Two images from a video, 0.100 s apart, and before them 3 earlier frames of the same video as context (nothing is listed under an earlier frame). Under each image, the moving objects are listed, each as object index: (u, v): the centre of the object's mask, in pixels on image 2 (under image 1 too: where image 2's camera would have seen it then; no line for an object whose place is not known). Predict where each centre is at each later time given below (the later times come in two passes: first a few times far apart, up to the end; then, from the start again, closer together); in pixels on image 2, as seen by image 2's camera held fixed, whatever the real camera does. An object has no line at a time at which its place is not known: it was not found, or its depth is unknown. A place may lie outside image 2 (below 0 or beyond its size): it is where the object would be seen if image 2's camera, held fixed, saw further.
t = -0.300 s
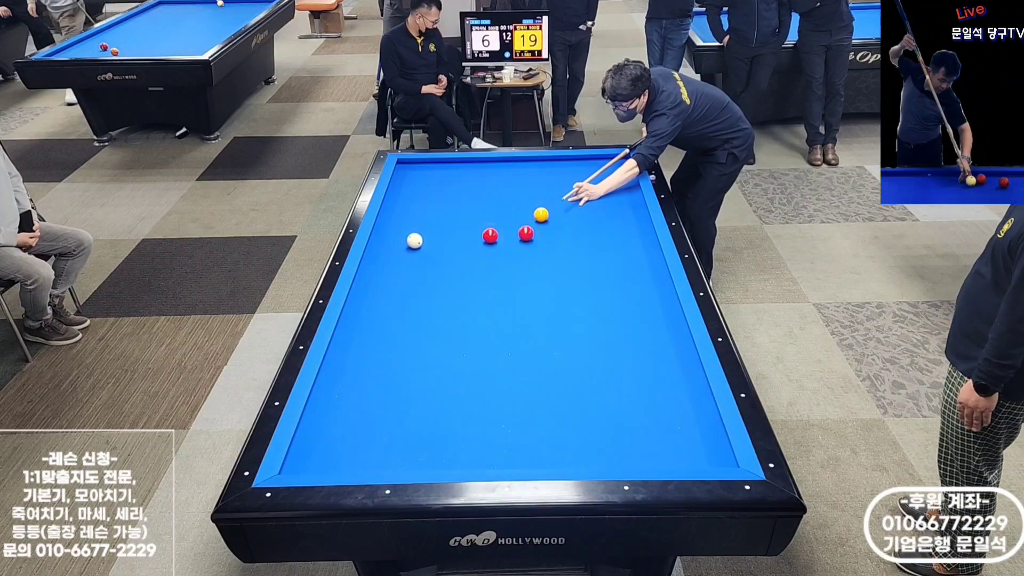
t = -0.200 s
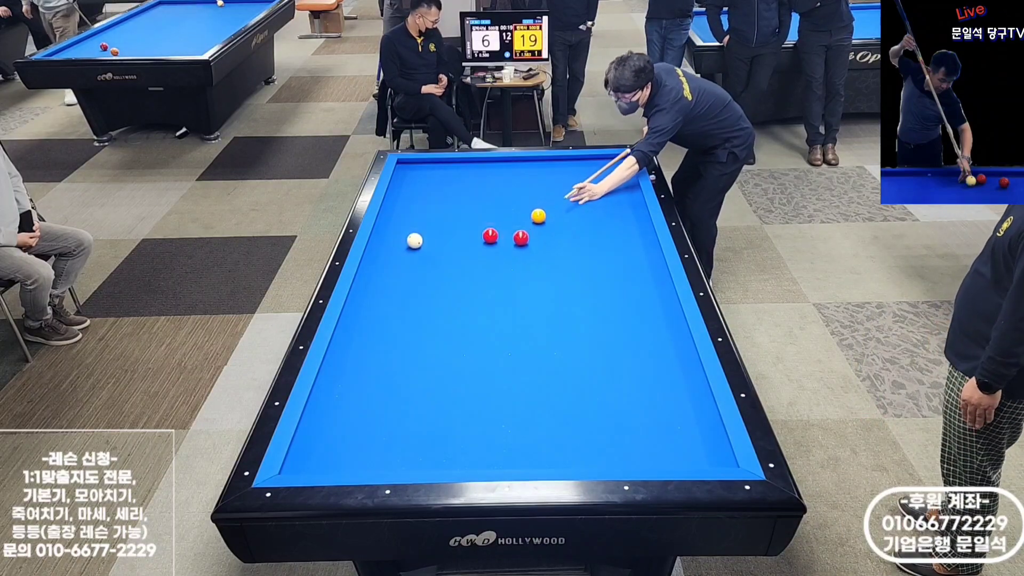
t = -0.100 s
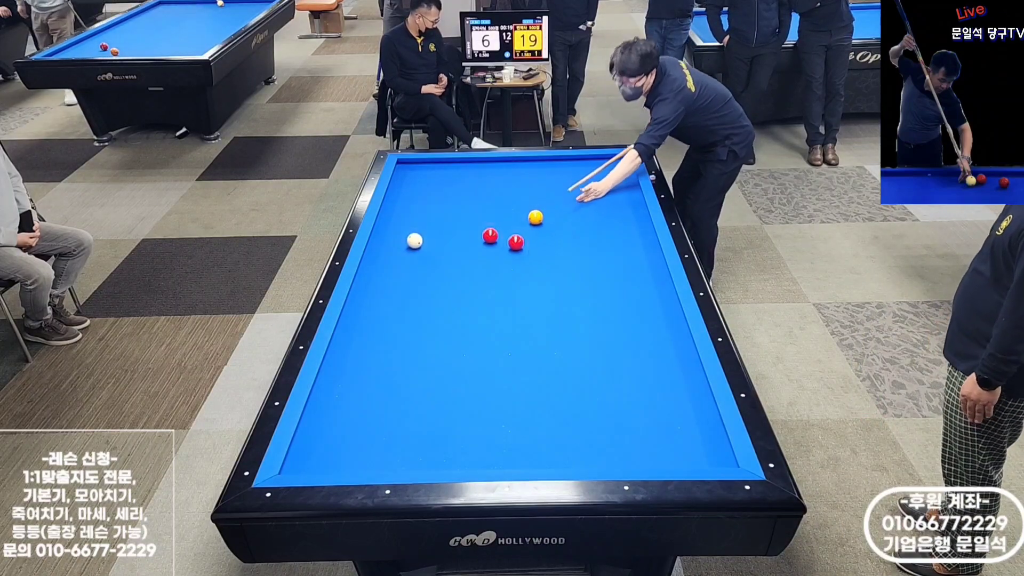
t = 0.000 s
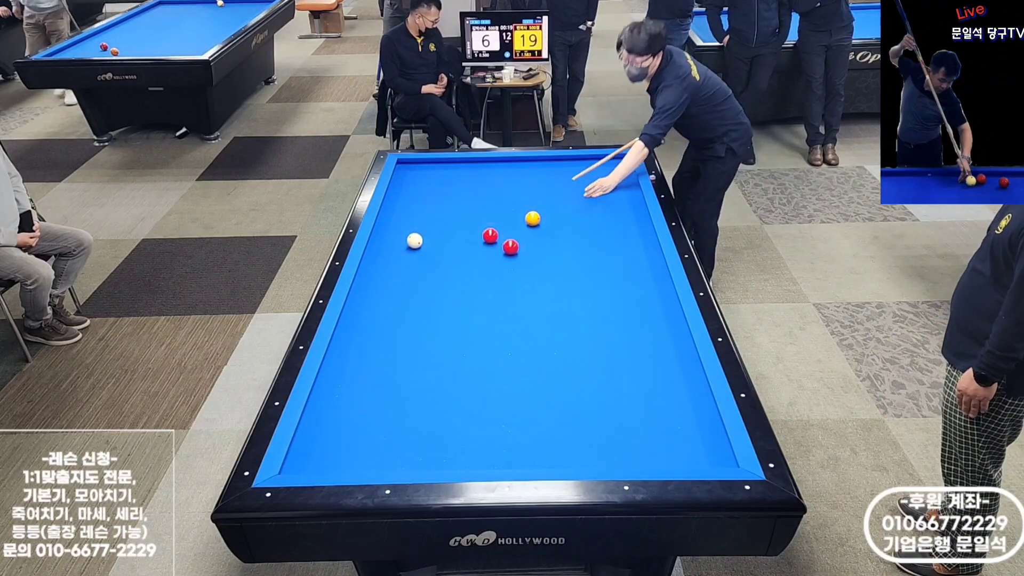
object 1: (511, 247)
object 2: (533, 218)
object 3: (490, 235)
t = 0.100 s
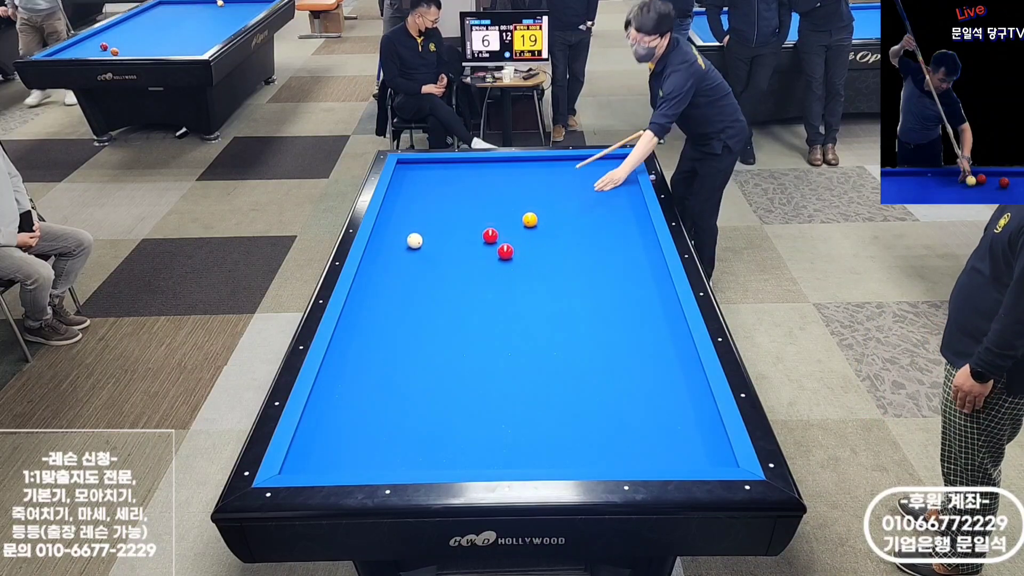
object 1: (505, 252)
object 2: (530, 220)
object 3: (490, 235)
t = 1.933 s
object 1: (397, 347)
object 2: (501, 233)
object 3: (479, 238)
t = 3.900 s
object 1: (313, 462)
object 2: (501, 233)
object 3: (472, 240)
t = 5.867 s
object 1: (348, 429)
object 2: (501, 233)
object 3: (472, 240)
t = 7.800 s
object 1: (354, 424)
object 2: (501, 233)
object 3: (472, 240)
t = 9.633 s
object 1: (353, 424)
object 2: (501, 233)
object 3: (472, 240)
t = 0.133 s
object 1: (504, 253)
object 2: (529, 220)
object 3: (490, 235)
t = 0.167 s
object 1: (502, 255)
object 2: (528, 220)
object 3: (490, 235)
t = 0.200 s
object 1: (500, 256)
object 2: (527, 221)
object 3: (490, 235)
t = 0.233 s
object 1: (498, 258)
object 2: (526, 221)
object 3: (490, 235)
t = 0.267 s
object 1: (497, 259)
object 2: (525, 221)
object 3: (490, 235)
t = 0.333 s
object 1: (493, 263)
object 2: (523, 222)
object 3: (490, 235)
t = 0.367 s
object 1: (491, 264)
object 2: (522, 223)
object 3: (490, 235)
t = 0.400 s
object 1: (489, 266)
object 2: (522, 223)
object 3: (490, 235)
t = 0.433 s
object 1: (487, 268)
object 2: (521, 223)
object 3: (490, 235)
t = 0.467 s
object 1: (486, 269)
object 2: (520, 224)
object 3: (490, 235)
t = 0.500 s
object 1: (484, 271)
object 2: (519, 224)
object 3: (490, 235)
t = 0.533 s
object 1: (482, 272)
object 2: (518, 224)
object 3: (490, 235)
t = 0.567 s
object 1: (480, 274)
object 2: (517, 225)
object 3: (490, 235)
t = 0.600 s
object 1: (478, 276)
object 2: (517, 225)
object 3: (490, 235)
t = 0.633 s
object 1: (476, 277)
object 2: (516, 226)
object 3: (490, 235)
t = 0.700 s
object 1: (472, 281)
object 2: (514, 226)
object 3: (490, 235)
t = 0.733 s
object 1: (471, 283)
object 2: (513, 227)
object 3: (490, 235)
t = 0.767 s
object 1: (469, 284)
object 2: (512, 227)
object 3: (490, 235)
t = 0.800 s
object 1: (467, 286)
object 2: (512, 227)
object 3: (490, 235)
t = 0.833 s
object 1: (465, 288)
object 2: (511, 228)
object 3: (490, 235)
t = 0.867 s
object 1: (463, 289)
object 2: (510, 228)
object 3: (490, 235)
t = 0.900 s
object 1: (461, 291)
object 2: (509, 229)
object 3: (490, 235)
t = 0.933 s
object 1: (459, 293)
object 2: (509, 229)
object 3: (490, 235)
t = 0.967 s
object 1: (457, 294)
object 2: (508, 229)
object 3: (490, 235)
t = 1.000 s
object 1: (455, 296)
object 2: (507, 230)
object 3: (490, 235)
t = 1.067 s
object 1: (451, 300)
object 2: (506, 230)
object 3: (490, 235)
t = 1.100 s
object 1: (449, 301)
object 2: (505, 230)
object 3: (490, 235)
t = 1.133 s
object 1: (447, 303)
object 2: (504, 231)
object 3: (490, 235)
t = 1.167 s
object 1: (445, 305)
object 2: (504, 231)
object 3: (490, 236)
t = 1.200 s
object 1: (443, 307)
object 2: (503, 231)
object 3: (490, 236)
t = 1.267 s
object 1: (439, 310)
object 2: (503, 231)
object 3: (488, 236)
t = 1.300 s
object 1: (437, 312)
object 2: (503, 232)
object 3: (488, 236)
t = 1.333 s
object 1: (435, 314)
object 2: (502, 232)
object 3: (488, 236)
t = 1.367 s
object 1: (433, 316)
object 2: (502, 232)
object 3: (487, 236)
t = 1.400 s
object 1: (431, 317)
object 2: (502, 232)
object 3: (487, 236)
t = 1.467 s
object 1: (427, 321)
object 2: (502, 232)
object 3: (486, 237)
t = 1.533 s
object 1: (423, 324)
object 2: (502, 232)
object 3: (485, 237)
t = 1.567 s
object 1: (421, 326)
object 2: (502, 233)
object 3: (484, 237)
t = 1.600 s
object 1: (418, 328)
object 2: (502, 233)
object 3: (484, 237)
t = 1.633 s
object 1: (416, 330)
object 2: (502, 233)
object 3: (483, 237)
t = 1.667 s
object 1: (414, 332)
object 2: (502, 233)
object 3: (483, 238)
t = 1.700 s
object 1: (412, 334)
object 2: (502, 233)
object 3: (482, 238)
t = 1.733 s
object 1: (410, 336)
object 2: (502, 233)
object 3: (482, 238)
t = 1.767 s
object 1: (408, 338)
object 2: (502, 233)
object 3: (481, 238)
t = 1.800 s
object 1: (406, 340)
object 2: (502, 233)
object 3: (481, 238)
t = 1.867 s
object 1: (401, 343)
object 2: (501, 233)
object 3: (480, 238)
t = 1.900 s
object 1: (399, 345)
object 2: (501, 233)
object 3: (480, 238)
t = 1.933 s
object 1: (397, 347)
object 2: (501, 233)
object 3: (479, 238)
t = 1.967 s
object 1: (395, 349)
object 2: (501, 233)
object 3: (479, 238)
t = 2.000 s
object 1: (393, 351)
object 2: (501, 233)
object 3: (479, 239)
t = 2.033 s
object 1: (390, 353)
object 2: (501, 233)
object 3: (478, 239)
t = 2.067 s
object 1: (388, 355)
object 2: (501, 233)
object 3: (478, 239)
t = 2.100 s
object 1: (386, 357)
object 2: (501, 233)
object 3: (478, 239)
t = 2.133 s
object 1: (384, 359)
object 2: (501, 233)
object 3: (477, 239)
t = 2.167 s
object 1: (382, 361)
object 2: (501, 233)
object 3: (477, 239)
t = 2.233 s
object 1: (377, 365)
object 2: (501, 233)
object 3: (476, 239)
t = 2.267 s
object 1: (375, 367)
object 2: (501, 233)
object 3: (476, 239)
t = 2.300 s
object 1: (373, 369)
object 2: (501, 233)
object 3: (476, 239)
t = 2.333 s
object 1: (370, 371)
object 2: (501, 233)
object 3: (475, 239)
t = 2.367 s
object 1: (368, 373)
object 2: (501, 233)
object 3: (475, 239)
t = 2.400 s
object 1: (366, 375)
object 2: (501, 233)
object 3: (475, 239)
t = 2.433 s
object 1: (363, 377)
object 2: (501, 233)
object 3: (475, 239)
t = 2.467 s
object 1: (361, 379)
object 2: (501, 233)
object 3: (474, 240)
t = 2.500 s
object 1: (359, 381)
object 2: (501, 233)
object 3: (474, 240)
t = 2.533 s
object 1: (356, 383)
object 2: (501, 233)
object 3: (474, 240)
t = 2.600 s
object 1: (352, 387)
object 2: (501, 233)
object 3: (474, 240)
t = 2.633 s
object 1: (349, 389)
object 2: (501, 233)
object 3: (473, 240)
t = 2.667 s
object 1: (347, 391)
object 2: (501, 233)
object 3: (473, 240)
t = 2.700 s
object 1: (345, 393)
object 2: (501, 233)
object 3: (473, 240)
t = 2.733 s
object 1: (342, 395)
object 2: (501, 233)
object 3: (473, 240)
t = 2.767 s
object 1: (340, 397)
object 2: (501, 233)
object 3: (473, 240)
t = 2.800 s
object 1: (338, 400)
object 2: (501, 233)
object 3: (473, 240)
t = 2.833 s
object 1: (335, 401)
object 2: (501, 233)
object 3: (473, 240)
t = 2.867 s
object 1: (333, 404)
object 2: (501, 233)
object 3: (472, 240)
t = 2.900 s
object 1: (330, 406)
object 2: (501, 233)
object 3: (472, 240)
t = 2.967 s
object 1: (326, 410)
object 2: (501, 233)
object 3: (472, 240)
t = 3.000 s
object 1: (323, 412)
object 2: (501, 233)
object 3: (472, 240)
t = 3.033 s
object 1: (321, 414)
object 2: (501, 233)
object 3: (472, 240)
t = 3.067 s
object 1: (318, 416)
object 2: (501, 233)
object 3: (472, 240)
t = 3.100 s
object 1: (316, 419)
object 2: (501, 233)
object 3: (472, 240)
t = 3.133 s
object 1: (314, 421)
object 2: (501, 233)
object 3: (472, 240)
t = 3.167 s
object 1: (311, 423)
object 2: (501, 233)
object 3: (472, 240)
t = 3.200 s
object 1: (309, 425)
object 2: (501, 233)
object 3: (472, 240)
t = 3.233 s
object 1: (310, 427)
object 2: (501, 233)
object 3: (472, 240)
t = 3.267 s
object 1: (310, 428)
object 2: (501, 233)
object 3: (472, 240)
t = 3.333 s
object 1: (310, 432)
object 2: (501, 233)
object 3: (472, 240)
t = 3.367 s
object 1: (310, 434)
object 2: (501, 233)
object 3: (472, 240)
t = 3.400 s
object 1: (311, 436)
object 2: (501, 233)
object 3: (472, 240)
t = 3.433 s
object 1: (311, 438)
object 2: (501, 233)
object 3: (472, 240)
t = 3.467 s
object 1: (311, 439)
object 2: (501, 233)
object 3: (472, 240)
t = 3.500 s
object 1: (311, 441)
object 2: (501, 233)
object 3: (472, 240)
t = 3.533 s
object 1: (311, 443)
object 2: (501, 233)
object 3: (472, 240)
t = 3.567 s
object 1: (312, 445)
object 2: (501, 233)
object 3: (472, 240)
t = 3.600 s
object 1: (312, 447)
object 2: (501, 233)
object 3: (472, 240)
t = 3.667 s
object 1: (312, 450)
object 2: (501, 233)
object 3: (472, 240)
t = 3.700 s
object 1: (312, 452)
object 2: (501, 233)
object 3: (472, 240)
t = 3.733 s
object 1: (312, 454)
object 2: (501, 233)
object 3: (472, 240)
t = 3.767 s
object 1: (312, 455)
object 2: (501, 233)
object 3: (472, 240)
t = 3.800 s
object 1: (313, 457)
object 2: (501, 233)
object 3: (472, 240)
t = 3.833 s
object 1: (313, 459)
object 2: (501, 233)
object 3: (472, 240)
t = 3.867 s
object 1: (313, 461)
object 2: (501, 233)
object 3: (472, 240)
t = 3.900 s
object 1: (313, 462)
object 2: (501, 233)
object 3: (472, 240)
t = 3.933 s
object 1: (313, 463)
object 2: (501, 233)
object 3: (472, 240)
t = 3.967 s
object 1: (314, 465)
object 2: (501, 233)
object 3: (472, 240)
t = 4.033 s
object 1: (315, 465)
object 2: (501, 233)
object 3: (472, 240)
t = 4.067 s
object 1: (316, 464)
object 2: (501, 233)
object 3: (472, 240)
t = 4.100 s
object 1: (317, 464)
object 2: (501, 233)
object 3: (472, 240)
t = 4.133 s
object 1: (318, 463)
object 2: (501, 233)
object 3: (472, 240)
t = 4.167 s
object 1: (319, 462)
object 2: (501, 233)
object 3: (472, 240)
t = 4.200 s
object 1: (320, 461)
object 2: (501, 233)
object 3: (472, 240)
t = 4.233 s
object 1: (320, 461)
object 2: (501, 233)
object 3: (472, 240)
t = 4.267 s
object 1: (321, 460)
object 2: (501, 233)
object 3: (472, 240)
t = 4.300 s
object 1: (322, 459)
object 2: (501, 233)
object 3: (472, 240)
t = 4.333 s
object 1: (323, 458)
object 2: (501, 233)
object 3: (472, 240)
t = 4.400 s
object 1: (324, 456)
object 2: (501, 233)
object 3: (472, 240)
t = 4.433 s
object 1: (325, 455)
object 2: (501, 233)
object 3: (472, 240)
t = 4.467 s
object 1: (326, 454)
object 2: (501, 233)
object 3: (472, 240)
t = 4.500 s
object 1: (327, 453)
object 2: (501, 233)
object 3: (472, 240)
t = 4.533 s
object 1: (328, 452)
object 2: (501, 233)
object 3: (472, 240)
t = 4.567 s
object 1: (328, 452)
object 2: (501, 233)
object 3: (472, 240)
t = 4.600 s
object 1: (329, 451)
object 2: (501, 233)
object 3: (472, 240)
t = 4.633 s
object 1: (330, 450)
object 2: (501, 233)
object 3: (472, 240)
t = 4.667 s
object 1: (330, 449)
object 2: (501, 233)
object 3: (472, 240)
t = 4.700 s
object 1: (331, 449)
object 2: (501, 233)
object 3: (472, 240)
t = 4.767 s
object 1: (332, 447)
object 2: (501, 233)
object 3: (472, 240)
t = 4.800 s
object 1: (333, 446)
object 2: (501, 233)
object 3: (472, 240)
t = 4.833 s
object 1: (334, 446)
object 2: (501, 233)
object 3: (472, 240)
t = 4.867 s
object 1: (334, 445)
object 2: (501, 233)
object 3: (472, 240)
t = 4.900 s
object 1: (335, 444)
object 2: (501, 233)
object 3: (472, 240)
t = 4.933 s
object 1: (336, 443)
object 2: (501, 233)
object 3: (472, 240)
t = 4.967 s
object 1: (336, 443)
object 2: (501, 233)
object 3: (472, 240)
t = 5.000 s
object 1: (337, 442)
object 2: (501, 233)
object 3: (472, 240)
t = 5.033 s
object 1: (337, 442)
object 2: (501, 233)
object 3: (472, 240)
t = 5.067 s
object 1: (338, 441)
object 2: (501, 233)
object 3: (472, 240)
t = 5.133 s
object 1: (339, 439)
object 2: (501, 233)
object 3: (472, 240)
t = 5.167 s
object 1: (340, 439)
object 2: (501, 233)
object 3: (472, 240)
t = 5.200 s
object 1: (340, 438)
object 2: (501, 233)
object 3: (472, 240)
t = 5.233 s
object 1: (341, 438)
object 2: (501, 233)
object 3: (472, 240)
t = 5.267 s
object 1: (341, 437)
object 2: (501, 233)
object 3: (472, 240)
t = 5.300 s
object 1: (341, 437)
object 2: (501, 233)
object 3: (472, 240)
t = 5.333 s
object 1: (342, 436)
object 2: (501, 233)
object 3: (472, 240)
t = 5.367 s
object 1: (342, 436)
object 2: (501, 233)
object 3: (472, 240)
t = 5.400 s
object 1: (343, 435)
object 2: (501, 233)
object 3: (472, 240)
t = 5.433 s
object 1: (343, 435)
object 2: (501, 233)
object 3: (472, 240)
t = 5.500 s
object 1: (344, 434)
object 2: (501, 233)
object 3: (472, 240)
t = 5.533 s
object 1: (345, 433)
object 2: (501, 233)
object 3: (472, 240)
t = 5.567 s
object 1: (345, 433)
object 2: (501, 233)
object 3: (472, 240)
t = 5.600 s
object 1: (345, 432)
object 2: (501, 233)
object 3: (472, 240)
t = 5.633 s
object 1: (346, 432)
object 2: (501, 233)
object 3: (472, 240)
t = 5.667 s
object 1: (346, 431)
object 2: (501, 233)
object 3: (472, 240)
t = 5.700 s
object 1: (347, 431)
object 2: (501, 233)
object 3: (472, 240)
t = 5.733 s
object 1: (347, 431)
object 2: (501, 233)
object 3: (472, 240)
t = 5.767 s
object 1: (347, 430)
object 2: (501, 233)
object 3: (472, 240)
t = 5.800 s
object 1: (348, 430)
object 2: (501, 233)
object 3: (472, 240)
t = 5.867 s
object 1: (348, 429)
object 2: (501, 233)
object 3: (472, 240)
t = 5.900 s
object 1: (349, 429)
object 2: (501, 233)
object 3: (472, 240)
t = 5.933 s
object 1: (349, 428)
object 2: (501, 233)
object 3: (472, 240)
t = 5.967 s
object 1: (349, 428)
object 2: (501, 233)
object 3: (472, 240)
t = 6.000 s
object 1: (350, 428)
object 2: (501, 233)
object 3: (472, 240)
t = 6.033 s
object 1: (350, 428)
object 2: (501, 233)
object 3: (472, 240)
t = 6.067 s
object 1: (350, 427)
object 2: (501, 233)
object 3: (472, 240)
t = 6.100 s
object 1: (350, 427)
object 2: (501, 233)
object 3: (472, 240)
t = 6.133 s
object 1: (351, 427)
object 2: (501, 233)
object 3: (472, 240)
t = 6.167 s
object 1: (351, 427)
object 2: (501, 233)
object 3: (472, 240)
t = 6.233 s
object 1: (351, 426)
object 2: (501, 233)
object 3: (472, 240)
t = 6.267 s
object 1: (352, 426)
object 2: (501, 233)
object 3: (472, 240)
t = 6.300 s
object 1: (352, 426)
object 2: (501, 233)
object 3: (472, 240)
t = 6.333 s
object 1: (352, 426)
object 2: (501, 233)
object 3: (472, 240)
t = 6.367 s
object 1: (352, 425)
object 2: (501, 233)
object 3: (472, 240)
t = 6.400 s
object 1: (353, 425)
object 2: (501, 233)
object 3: (472, 240)
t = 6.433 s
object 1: (353, 425)
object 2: (501, 233)
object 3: (472, 240)
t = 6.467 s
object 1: (353, 425)
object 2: (501, 233)
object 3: (472, 240)
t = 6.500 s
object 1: (353, 425)
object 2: (501, 233)
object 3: (472, 240)
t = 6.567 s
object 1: (353, 424)
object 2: (501, 233)
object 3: (472, 240)
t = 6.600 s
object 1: (353, 424)
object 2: (501, 233)
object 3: (472, 240)
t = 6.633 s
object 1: (353, 424)
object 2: (501, 233)
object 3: (472, 240)
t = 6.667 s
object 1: (353, 424)
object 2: (501, 233)
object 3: (472, 240)
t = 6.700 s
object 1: (354, 424)
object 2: (501, 233)
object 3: (472, 240)
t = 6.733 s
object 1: (354, 424)
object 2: (501, 233)
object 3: (472, 240)
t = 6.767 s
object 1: (354, 424)
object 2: (501, 233)
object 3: (472, 240)
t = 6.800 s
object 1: (354, 424)
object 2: (501, 233)
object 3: (472, 240)
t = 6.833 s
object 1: (354, 424)
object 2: (501, 233)
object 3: (472, 240)
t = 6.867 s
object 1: (354, 424)
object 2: (501, 233)
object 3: (472, 240)
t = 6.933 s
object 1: (354, 423)
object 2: (501, 233)
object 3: (472, 240)
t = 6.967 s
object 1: (354, 423)
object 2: (501, 233)
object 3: (472, 240)
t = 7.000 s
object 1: (354, 423)
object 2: (501, 233)
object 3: (472, 240)
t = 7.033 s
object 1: (354, 423)
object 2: (501, 233)
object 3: (472, 240)
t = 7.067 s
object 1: (354, 423)
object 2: (501, 233)
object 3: (472, 240)
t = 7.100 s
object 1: (354, 423)
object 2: (501, 233)
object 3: (472, 240)
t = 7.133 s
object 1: (354, 424)
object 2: (501, 233)
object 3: (472, 240)
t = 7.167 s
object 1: (354, 423)
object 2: (501, 233)
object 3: (472, 240)
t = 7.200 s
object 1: (354, 424)
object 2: (501, 233)
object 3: (472, 240)
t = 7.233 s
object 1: (354, 424)
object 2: (501, 233)
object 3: (472, 240)
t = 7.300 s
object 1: (354, 424)
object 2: (501, 233)
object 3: (472, 240)
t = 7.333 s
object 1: (354, 424)
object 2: (501, 233)
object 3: (472, 240)
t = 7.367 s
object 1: (354, 424)
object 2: (501, 233)
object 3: (472, 240)
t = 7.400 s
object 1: (354, 424)
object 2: (501, 233)
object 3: (472, 240)
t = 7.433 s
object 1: (354, 424)
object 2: (501, 233)
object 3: (472, 240)
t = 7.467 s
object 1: (354, 424)
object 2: (501, 233)
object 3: (472, 240)
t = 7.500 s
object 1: (354, 424)
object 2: (501, 233)
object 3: (472, 240)
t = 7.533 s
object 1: (354, 424)
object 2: (501, 233)
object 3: (472, 240)
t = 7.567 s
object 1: (354, 424)
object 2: (501, 233)
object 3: (472, 240)
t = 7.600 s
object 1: (354, 424)
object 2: (501, 233)
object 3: (472, 240)
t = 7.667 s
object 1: (354, 424)
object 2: (501, 233)
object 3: (472, 240)
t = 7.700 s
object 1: (354, 424)
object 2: (501, 233)
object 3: (472, 240)
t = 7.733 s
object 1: (354, 424)
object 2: (501, 233)
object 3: (472, 240)
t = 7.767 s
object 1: (354, 424)
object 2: (501, 233)
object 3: (472, 240)
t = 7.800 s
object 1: (354, 424)
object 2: (501, 233)
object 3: (472, 240)
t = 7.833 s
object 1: (354, 424)
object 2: (501, 233)
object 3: (472, 240)
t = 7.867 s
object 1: (354, 424)
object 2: (501, 233)
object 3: (472, 240)
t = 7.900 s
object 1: (354, 424)
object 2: (501, 233)
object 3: (472, 240)
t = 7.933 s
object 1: (354, 424)
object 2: (501, 233)
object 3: (472, 240)
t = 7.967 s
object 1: (354, 424)
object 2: (501, 233)
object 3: (472, 240)
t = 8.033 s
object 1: (354, 424)
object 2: (501, 233)
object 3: (472, 240)
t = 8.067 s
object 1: (354, 424)
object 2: (501, 233)
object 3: (472, 240)
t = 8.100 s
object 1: (354, 424)
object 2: (501, 233)
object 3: (472, 240)
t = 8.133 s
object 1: (354, 424)
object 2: (501, 233)
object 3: (472, 240)
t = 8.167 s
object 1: (354, 424)
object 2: (501, 233)
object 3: (472, 240)
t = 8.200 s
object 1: (353, 424)
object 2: (501, 233)
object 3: (472, 240)
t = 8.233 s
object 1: (354, 424)
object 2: (501, 233)
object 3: (472, 240)
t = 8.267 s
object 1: (354, 424)
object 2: (501, 233)
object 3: (472, 240)
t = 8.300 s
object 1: (354, 424)
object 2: (501, 233)
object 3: (472, 240)
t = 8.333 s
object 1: (354, 424)
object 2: (501, 233)
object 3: (472, 240)
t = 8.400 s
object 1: (354, 424)
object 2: (501, 233)
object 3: (472, 240)
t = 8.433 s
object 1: (354, 424)
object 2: (501, 233)
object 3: (472, 240)
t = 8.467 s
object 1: (354, 424)
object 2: (501, 233)
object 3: (472, 240)
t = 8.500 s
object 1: (354, 424)
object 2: (501, 233)
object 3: (472, 240)
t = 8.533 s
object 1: (354, 424)
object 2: (501, 233)
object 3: (472, 240)
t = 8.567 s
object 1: (354, 424)
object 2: (501, 233)
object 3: (472, 240)
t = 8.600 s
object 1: (354, 424)
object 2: (501, 233)
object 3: (472, 240)
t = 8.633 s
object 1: (354, 424)
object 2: (501, 233)
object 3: (472, 240)
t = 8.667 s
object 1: (354, 424)
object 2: (501, 233)
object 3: (472, 240)
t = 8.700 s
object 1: (354, 424)
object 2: (501, 233)
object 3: (472, 240)
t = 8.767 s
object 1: (354, 424)
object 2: (501, 233)
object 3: (472, 240)
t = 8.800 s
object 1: (354, 424)
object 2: (501, 233)
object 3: (472, 240)
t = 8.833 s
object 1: (354, 424)
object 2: (501, 233)
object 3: (472, 240)
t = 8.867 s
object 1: (354, 424)
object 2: (501, 233)
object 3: (472, 240)
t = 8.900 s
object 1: (354, 424)
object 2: (501, 233)
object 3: (472, 240)
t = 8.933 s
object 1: (354, 424)
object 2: (501, 233)
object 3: (472, 240)
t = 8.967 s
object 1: (354, 424)
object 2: (501, 233)
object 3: (472, 240)
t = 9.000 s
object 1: (354, 424)
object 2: (501, 233)
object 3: (472, 240)
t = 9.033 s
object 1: (354, 424)
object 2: (501, 233)
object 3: (472, 240)
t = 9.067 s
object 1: (354, 424)
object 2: (501, 233)
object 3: (472, 240)
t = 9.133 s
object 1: (354, 424)
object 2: (501, 233)
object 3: (472, 240)
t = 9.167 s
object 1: (354, 424)
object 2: (501, 233)
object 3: (472, 240)
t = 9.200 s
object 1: (354, 424)
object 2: (501, 233)
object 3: (472, 240)
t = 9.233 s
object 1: (354, 424)
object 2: (501, 233)
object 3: (472, 240)
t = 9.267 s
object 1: (354, 424)
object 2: (501, 233)
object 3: (472, 240)
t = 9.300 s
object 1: (354, 424)
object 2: (501, 233)
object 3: (472, 240)
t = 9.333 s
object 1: (354, 424)
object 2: (501, 233)
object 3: (472, 240)
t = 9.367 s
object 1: (354, 424)
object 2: (501, 233)
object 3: (472, 240)
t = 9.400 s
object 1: (354, 424)
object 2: (501, 233)
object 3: (472, 240)
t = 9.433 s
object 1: (354, 424)
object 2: (501, 233)
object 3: (472, 240)
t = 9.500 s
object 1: (354, 424)
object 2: (501, 233)
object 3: (472, 240)
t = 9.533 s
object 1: (353, 424)
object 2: (501, 233)
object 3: (472, 240)
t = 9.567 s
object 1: (354, 424)
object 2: (501, 233)
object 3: (472, 240)
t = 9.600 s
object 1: (354, 424)
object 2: (501, 233)
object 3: (472, 240)
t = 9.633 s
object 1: (353, 424)
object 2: (501, 233)
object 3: (472, 240)
